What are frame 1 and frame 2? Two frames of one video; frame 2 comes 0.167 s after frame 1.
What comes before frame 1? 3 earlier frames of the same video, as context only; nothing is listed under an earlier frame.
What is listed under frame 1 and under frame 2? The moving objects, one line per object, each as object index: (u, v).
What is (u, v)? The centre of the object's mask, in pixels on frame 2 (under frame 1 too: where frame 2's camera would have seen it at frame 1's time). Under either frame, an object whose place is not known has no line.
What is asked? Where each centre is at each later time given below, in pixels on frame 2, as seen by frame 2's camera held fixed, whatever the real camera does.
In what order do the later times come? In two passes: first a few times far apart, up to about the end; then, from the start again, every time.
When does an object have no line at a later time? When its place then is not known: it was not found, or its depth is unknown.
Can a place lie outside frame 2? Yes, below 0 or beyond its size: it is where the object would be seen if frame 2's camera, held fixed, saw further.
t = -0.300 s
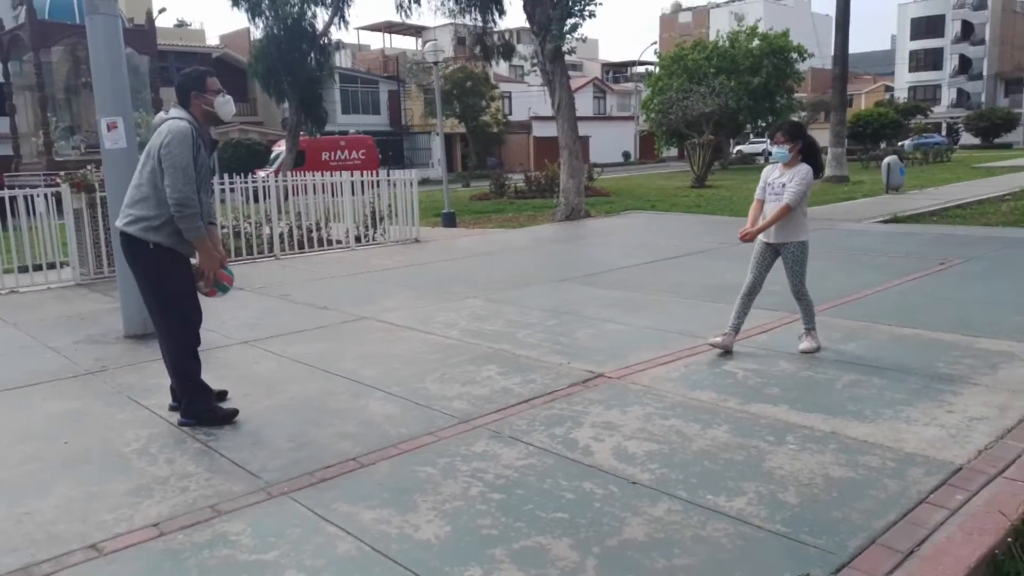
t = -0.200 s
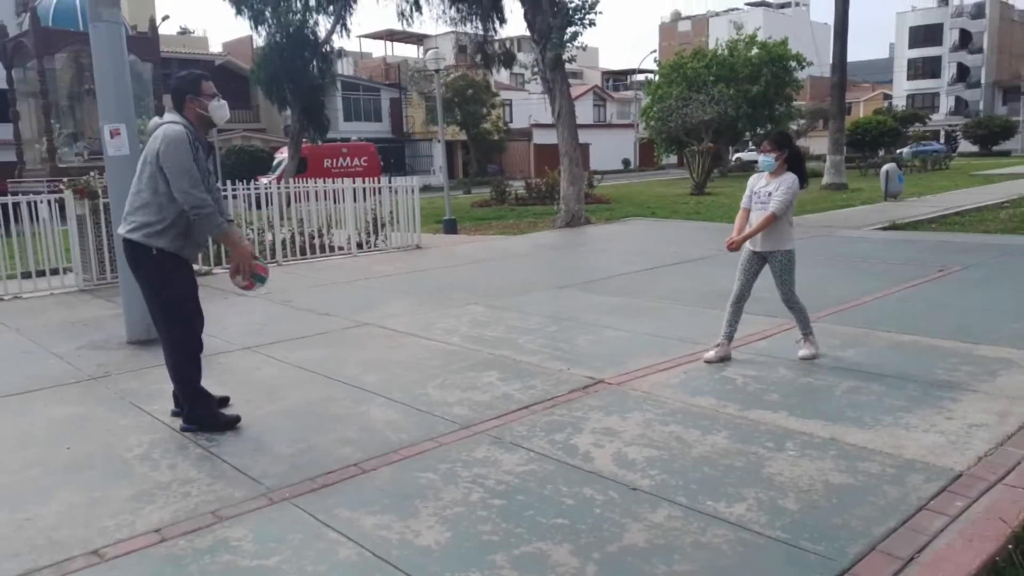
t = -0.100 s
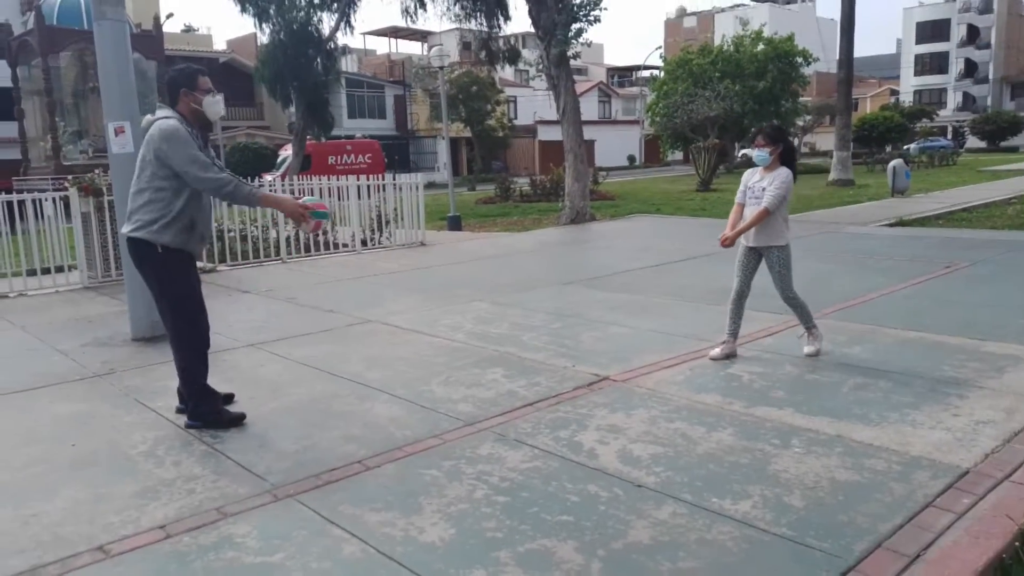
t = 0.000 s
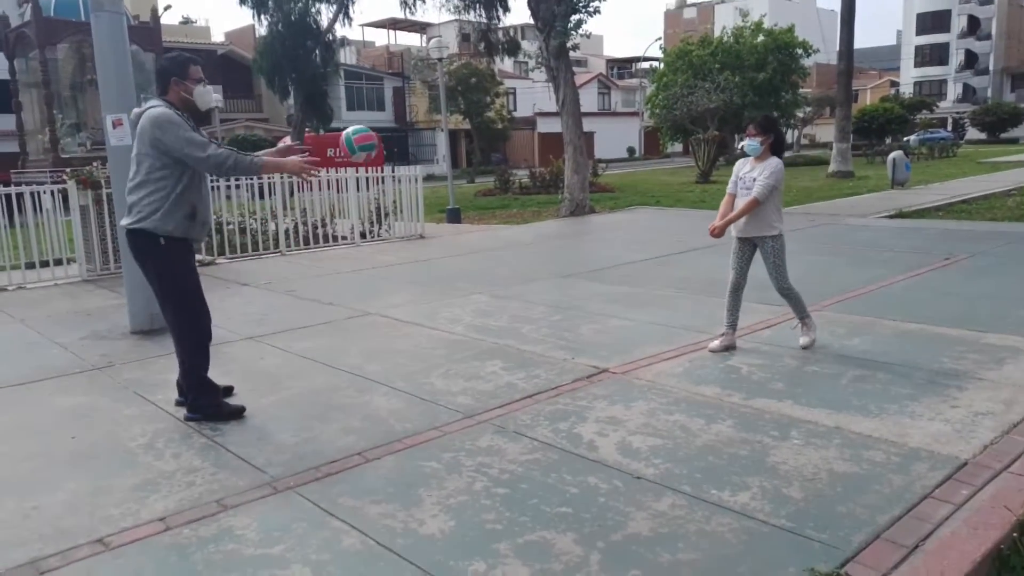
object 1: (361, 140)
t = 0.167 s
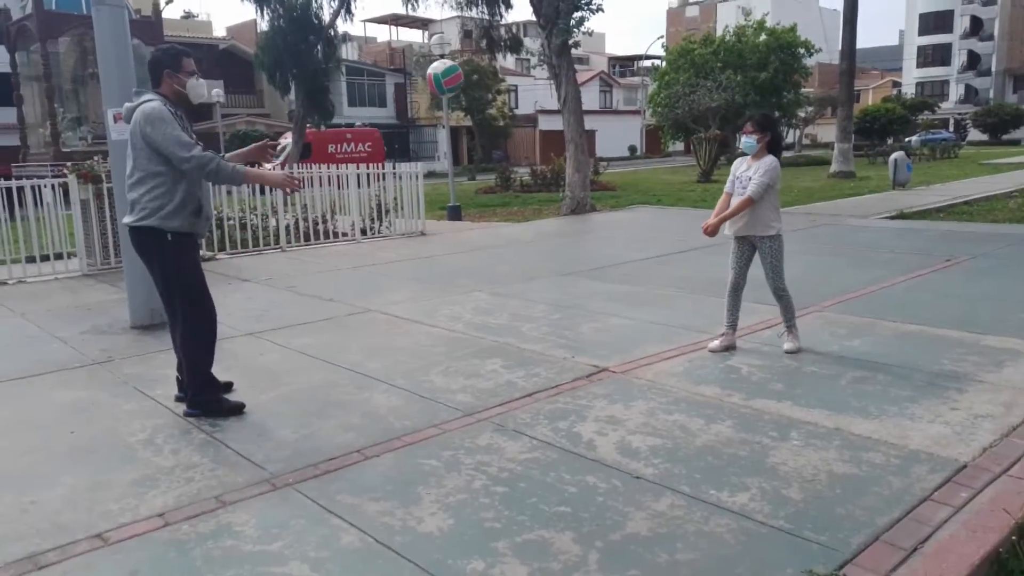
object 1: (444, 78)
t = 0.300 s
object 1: (513, 69)
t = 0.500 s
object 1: (611, 120)
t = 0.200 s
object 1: (462, 73)
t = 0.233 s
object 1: (478, 70)
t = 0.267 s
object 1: (496, 69)
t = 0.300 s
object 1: (513, 69)
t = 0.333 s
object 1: (530, 73)
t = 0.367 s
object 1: (545, 78)
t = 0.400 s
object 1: (561, 85)
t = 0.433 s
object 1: (578, 95)
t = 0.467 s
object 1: (594, 106)
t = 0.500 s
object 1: (611, 120)
